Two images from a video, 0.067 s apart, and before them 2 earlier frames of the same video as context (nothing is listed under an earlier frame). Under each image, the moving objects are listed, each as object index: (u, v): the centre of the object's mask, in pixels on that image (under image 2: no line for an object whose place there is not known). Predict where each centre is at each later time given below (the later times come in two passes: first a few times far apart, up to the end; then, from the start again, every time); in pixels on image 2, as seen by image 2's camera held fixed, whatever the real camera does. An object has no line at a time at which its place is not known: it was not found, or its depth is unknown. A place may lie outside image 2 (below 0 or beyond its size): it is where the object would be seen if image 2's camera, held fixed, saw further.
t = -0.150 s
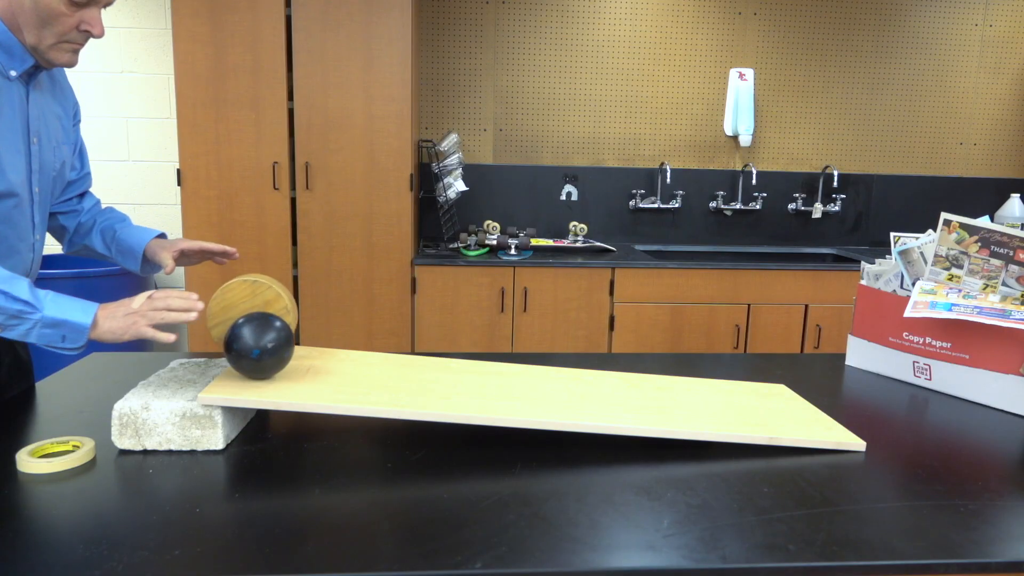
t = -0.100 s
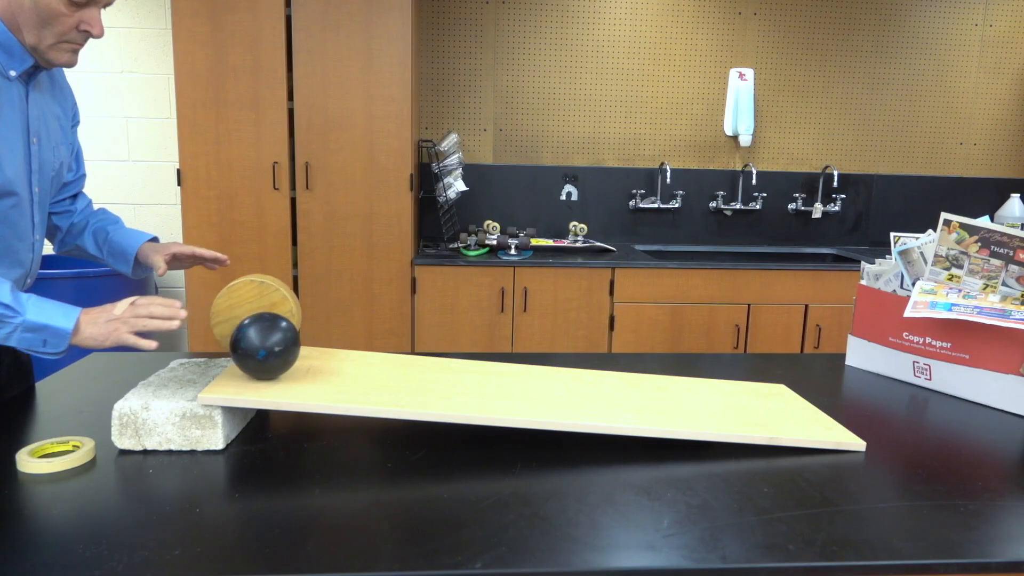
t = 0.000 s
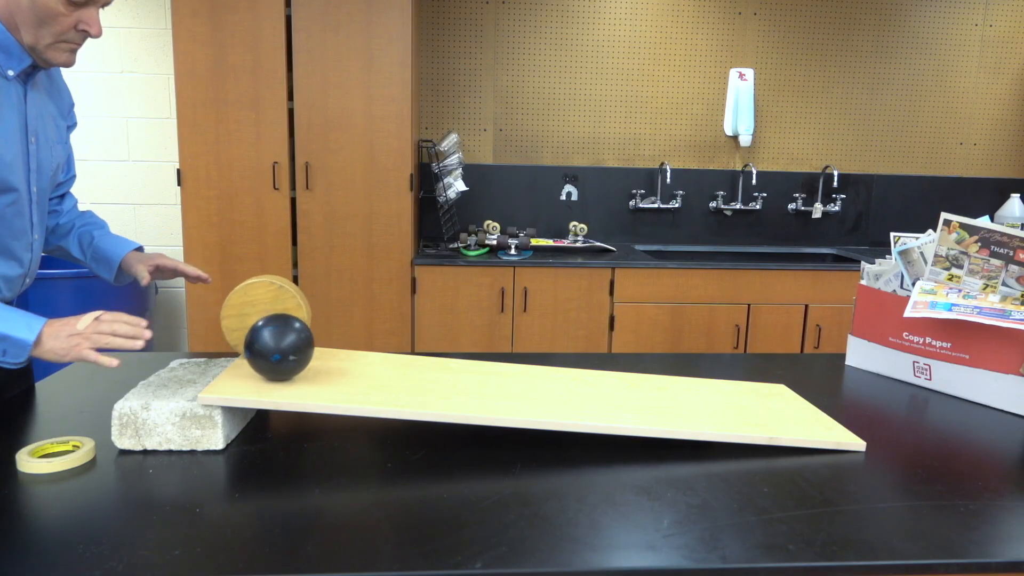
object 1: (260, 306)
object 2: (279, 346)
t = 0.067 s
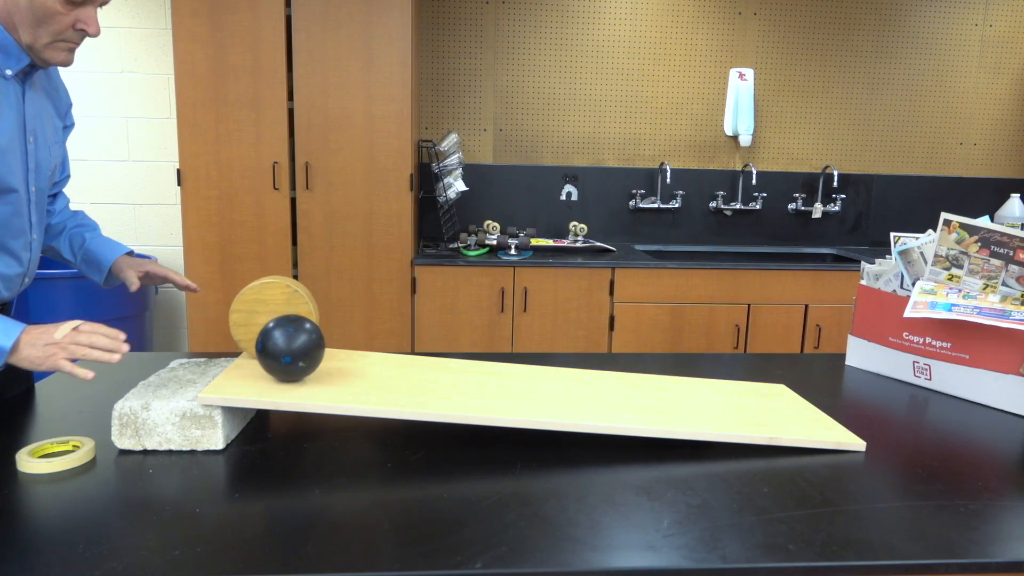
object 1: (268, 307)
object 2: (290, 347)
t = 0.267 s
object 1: (299, 313)
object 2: (332, 351)
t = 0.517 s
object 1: (355, 321)
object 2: (400, 357)
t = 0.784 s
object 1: (433, 330)
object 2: (492, 365)
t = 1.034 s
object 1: (517, 337)
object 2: (595, 374)
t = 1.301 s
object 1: (619, 345)
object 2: (720, 383)
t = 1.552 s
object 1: (725, 352)
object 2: (847, 392)
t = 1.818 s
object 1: (845, 364)
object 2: (986, 400)
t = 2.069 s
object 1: (924, 366)
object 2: (1004, 395)
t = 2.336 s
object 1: (945, 386)
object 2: (1004, 392)
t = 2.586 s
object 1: (953, 416)
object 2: (987, 382)
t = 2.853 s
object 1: (947, 417)
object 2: (971, 383)
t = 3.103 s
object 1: (965, 422)
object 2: (957, 381)
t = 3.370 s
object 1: (964, 421)
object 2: (942, 375)
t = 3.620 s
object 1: (954, 424)
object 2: (929, 376)
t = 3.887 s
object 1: (960, 425)
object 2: (915, 376)
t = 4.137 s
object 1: (958, 426)
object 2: (901, 375)
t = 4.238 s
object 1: (959, 426)
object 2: (895, 374)
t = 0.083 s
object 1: (270, 308)
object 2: (293, 348)
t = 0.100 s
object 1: (272, 309)
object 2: (296, 348)
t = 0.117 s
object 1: (274, 309)
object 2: (299, 348)
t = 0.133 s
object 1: (276, 309)
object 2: (303, 348)
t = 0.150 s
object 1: (279, 310)
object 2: (306, 349)
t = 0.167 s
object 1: (281, 310)
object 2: (309, 349)
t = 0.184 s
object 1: (284, 310)
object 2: (313, 349)
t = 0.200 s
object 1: (286, 311)
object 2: (316, 350)
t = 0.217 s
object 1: (289, 311)
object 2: (320, 350)
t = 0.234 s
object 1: (293, 312)
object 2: (324, 350)
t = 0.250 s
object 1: (296, 312)
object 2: (328, 351)
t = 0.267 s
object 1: (299, 313)
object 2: (332, 351)
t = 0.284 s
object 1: (302, 313)
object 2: (336, 351)
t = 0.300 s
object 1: (305, 314)
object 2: (339, 352)
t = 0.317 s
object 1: (308, 314)
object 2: (344, 352)
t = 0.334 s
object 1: (312, 315)
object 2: (348, 352)
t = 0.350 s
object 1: (315, 315)
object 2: (352, 353)
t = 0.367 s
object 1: (319, 316)
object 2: (357, 353)
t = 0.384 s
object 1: (323, 317)
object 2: (361, 354)
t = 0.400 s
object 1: (326, 317)
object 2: (366, 354)
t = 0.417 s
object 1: (330, 318)
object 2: (370, 354)
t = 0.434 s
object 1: (334, 318)
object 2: (375, 355)
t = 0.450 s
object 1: (338, 319)
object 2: (380, 355)
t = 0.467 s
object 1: (342, 319)
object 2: (385, 356)
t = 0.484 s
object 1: (346, 320)
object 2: (389, 356)
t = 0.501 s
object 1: (351, 321)
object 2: (394, 357)
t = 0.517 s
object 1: (355, 321)
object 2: (400, 357)
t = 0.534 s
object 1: (359, 322)
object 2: (405, 358)
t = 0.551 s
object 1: (364, 322)
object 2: (410, 358)
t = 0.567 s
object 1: (368, 323)
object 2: (415, 358)
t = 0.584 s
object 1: (373, 324)
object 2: (421, 359)
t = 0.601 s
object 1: (377, 324)
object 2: (426, 359)
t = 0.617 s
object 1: (382, 325)
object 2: (432, 360)
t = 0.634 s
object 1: (387, 325)
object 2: (437, 360)
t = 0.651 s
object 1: (392, 326)
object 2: (443, 361)
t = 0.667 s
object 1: (397, 327)
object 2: (449, 361)
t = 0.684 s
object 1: (401, 327)
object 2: (455, 362)
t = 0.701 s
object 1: (407, 328)
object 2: (461, 362)
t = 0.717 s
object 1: (412, 328)
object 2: (467, 363)
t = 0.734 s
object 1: (417, 329)
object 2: (473, 364)
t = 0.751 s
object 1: (422, 329)
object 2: (479, 364)
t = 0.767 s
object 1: (427, 330)
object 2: (485, 365)
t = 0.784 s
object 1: (433, 330)
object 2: (492, 365)
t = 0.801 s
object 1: (438, 331)
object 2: (498, 366)
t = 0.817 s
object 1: (444, 332)
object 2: (504, 366)
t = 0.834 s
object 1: (449, 332)
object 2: (511, 367)
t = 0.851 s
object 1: (455, 333)
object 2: (517, 367)
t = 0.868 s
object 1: (460, 333)
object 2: (524, 368)
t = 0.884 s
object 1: (466, 334)
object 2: (531, 369)
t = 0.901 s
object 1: (471, 334)
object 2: (538, 369)
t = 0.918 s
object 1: (477, 334)
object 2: (544, 370)
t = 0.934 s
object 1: (482, 335)
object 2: (552, 370)
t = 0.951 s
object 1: (488, 335)
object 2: (558, 371)
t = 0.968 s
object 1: (494, 336)
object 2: (566, 371)
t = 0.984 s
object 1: (500, 336)
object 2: (573, 372)
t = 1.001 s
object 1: (505, 337)
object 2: (580, 372)
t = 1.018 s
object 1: (511, 337)
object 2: (587, 373)
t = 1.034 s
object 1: (517, 337)
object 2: (595, 374)
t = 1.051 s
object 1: (523, 338)
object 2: (602, 374)
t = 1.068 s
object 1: (529, 338)
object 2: (609, 375)
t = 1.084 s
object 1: (535, 339)
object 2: (617, 375)
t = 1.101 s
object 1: (542, 339)
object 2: (624, 376)
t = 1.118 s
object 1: (548, 339)
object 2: (632, 377)
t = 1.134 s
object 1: (554, 340)
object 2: (639, 377)
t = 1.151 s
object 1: (561, 340)
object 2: (647, 378)
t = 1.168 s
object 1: (567, 341)
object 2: (655, 378)
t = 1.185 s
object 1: (573, 341)
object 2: (663, 379)
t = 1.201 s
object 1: (580, 342)
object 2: (671, 380)
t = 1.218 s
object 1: (586, 343)
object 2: (679, 380)
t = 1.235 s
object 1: (593, 343)
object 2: (687, 381)
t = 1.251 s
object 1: (599, 344)
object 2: (695, 381)
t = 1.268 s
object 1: (606, 344)
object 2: (703, 382)
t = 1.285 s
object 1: (613, 345)
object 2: (711, 383)
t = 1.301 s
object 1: (619, 345)
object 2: (720, 383)
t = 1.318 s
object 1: (626, 345)
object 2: (728, 384)
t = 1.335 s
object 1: (633, 346)
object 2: (736, 384)
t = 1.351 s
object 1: (640, 346)
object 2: (744, 385)
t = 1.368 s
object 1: (647, 347)
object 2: (753, 386)
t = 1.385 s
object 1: (653, 347)
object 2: (761, 386)
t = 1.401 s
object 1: (661, 348)
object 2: (770, 387)
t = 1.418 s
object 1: (668, 348)
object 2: (779, 387)
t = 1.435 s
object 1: (675, 349)
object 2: (787, 388)
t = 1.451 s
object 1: (682, 349)
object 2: (796, 389)
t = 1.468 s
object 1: (689, 350)
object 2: (804, 389)
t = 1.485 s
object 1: (696, 350)
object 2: (813, 390)
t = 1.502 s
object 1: (703, 351)
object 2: (821, 390)
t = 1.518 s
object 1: (710, 351)
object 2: (830, 391)
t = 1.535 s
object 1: (718, 352)
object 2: (838, 392)
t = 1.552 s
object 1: (725, 352)
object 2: (847, 392)
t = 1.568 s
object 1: (732, 353)
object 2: (856, 394)
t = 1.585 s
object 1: (739, 353)
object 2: (865, 398)
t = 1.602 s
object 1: (747, 353)
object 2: (874, 400)
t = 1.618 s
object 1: (754, 354)
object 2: (882, 399)
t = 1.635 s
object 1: (762, 354)
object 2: (891, 399)
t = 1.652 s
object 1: (769, 355)
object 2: (899, 400)
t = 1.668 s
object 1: (777, 356)
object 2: (908, 400)
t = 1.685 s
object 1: (785, 356)
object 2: (917, 400)
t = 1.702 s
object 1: (792, 357)
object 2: (926, 400)
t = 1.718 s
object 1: (800, 357)
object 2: (935, 400)
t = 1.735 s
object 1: (807, 358)
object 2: (943, 400)
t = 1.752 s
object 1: (815, 360)
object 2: (952, 400)
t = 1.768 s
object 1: (822, 363)
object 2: (960, 400)
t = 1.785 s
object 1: (829, 365)
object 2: (969, 400)
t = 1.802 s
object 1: (837, 364)
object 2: (978, 400)
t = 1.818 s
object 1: (845, 364)
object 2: (986, 400)
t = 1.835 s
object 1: (853, 365)
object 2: (993, 400)
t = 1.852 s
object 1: (860, 364)
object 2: (998, 400)
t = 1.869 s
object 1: (868, 365)
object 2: (1002, 399)
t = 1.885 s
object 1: (876, 365)
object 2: (1006, 399)
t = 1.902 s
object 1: (884, 365)
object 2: (1010, 398)
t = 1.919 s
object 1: (891, 365)
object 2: (1013, 398)
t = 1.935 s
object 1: (898, 365)
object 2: (1012, 397)
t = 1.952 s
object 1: (905, 365)
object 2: (1011, 397)
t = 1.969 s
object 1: (912, 364)
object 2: (1009, 397)
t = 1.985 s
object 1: (919, 364)
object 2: (1008, 396)
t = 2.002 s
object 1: (925, 364)
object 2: (1007, 396)
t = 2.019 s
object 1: (925, 365)
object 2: (1006, 396)
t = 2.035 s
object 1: (925, 365)
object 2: (1006, 395)
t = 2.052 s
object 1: (925, 366)
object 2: (1005, 395)
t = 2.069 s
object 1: (924, 366)
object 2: (1004, 395)
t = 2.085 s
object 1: (925, 367)
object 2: (1004, 395)
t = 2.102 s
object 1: (925, 368)
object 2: (1003, 395)
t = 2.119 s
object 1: (925, 368)
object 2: (1003, 394)
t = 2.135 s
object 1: (926, 369)
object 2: (1002, 394)
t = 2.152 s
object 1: (927, 370)
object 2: (1001, 393)
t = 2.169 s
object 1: (928, 371)
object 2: (1000, 392)
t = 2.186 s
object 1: (930, 373)
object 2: (999, 393)
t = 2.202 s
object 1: (932, 376)
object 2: (999, 393)
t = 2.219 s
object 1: (934, 378)
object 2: (998, 392)
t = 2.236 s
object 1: (937, 380)
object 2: (998, 392)
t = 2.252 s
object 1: (939, 382)
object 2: (999, 392)
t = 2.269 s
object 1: (941, 384)
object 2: (1001, 392)
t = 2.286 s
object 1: (942, 384)
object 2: (1002, 393)
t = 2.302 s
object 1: (943, 385)
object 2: (1003, 392)
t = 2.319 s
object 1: (944, 385)
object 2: (1003, 392)
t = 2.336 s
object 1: (945, 386)
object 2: (1004, 392)
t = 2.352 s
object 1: (946, 386)
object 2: (1005, 392)
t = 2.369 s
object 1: (948, 387)
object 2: (1005, 392)
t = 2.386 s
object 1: (949, 388)
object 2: (1006, 391)
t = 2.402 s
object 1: (950, 389)
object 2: (1006, 390)
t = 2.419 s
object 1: (951, 390)
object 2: (1007, 389)
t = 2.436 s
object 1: (952, 391)
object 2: (1007, 387)
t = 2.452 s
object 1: (953, 393)
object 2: (1007, 385)
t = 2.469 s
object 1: (953, 395)
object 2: (1006, 383)
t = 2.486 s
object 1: (954, 397)
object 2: (1004, 382)
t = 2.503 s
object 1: (954, 400)
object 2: (1001, 380)
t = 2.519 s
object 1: (954, 404)
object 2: (997, 379)
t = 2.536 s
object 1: (954, 409)
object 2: (993, 379)
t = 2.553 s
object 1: (954, 415)
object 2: (989, 381)
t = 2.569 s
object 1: (954, 419)
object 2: (986, 383)
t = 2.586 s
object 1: (953, 416)
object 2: (987, 382)
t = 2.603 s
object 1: (952, 412)
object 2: (987, 381)
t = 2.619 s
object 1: (951, 410)
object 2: (987, 381)
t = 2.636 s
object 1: (950, 409)
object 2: (986, 381)
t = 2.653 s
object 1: (949, 409)
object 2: (985, 381)
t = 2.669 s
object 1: (948, 410)
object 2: (983, 381)
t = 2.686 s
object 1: (947, 411)
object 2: (982, 382)
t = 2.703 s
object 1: (945, 414)
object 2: (980, 383)
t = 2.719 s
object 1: (943, 417)
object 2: (978, 383)
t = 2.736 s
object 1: (942, 420)
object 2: (977, 383)
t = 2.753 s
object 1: (942, 418)
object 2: (977, 382)
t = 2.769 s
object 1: (943, 416)
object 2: (976, 382)
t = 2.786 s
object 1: (944, 415)
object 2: (975, 382)
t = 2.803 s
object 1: (945, 414)
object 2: (974, 382)
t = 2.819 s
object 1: (946, 414)
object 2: (973, 383)
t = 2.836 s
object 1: (946, 415)
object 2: (972, 383)
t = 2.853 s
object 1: (947, 417)
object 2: (971, 383)
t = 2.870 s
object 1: (947, 421)
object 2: (970, 383)
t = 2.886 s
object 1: (947, 425)
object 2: (969, 382)
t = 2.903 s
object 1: (948, 424)
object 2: (968, 382)
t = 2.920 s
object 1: (950, 422)
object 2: (967, 382)
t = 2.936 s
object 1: (952, 420)
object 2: (966, 382)
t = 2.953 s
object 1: (954, 419)
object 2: (966, 382)
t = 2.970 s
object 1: (956, 419)
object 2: (965, 382)
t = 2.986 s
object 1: (957, 420)
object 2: (964, 382)
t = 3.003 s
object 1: (958, 422)
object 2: (963, 382)
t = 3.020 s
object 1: (959, 425)
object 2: (962, 381)
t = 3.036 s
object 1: (960, 428)
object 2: (961, 381)
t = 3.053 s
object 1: (961, 427)
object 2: (960, 381)
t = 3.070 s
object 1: (963, 424)
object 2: (959, 381)
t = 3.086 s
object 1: (964, 423)
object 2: (958, 381)
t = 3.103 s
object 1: (965, 422)
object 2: (957, 381)
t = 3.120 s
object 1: (966, 422)
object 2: (956, 380)
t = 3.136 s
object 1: (967, 424)
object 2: (955, 380)
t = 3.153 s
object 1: (968, 425)
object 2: (954, 379)
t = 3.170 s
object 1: (969, 428)
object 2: (953, 379)
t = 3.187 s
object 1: (969, 427)
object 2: (953, 380)
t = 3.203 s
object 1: (969, 425)
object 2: (952, 379)
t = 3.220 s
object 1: (969, 423)
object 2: (951, 379)
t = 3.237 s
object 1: (969, 422)
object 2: (949, 378)
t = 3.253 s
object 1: (969, 422)
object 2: (948, 377)
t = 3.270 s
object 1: (969, 423)
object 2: (947, 377)
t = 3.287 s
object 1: (968, 425)
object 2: (947, 377)
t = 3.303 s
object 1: (968, 426)
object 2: (946, 378)
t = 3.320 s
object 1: (967, 423)
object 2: (945, 377)
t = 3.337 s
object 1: (966, 422)
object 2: (944, 376)
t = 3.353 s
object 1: (966, 421)
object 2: (943, 375)
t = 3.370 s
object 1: (964, 421)
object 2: (942, 375)
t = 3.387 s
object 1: (963, 422)
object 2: (941, 375)
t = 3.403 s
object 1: (962, 423)
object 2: (941, 376)
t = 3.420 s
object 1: (961, 424)
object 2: (940, 377)
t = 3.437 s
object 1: (960, 422)
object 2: (939, 375)
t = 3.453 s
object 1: (959, 421)
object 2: (938, 374)
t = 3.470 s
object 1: (958, 420)
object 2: (937, 374)
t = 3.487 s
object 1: (957, 421)
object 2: (936, 375)
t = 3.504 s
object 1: (956, 422)
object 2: (936, 376)
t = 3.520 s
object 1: (955, 423)
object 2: (934, 376)
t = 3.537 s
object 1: (955, 422)
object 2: (934, 375)
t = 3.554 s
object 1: (955, 422)
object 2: (933, 375)
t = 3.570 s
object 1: (955, 422)
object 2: (932, 375)
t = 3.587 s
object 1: (955, 422)
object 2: (931, 375)
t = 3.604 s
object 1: (954, 424)
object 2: (930, 376)
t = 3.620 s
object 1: (954, 424)
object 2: (929, 376)
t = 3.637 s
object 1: (955, 423)
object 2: (928, 375)
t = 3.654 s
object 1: (955, 423)
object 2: (928, 376)
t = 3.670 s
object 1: (956, 423)
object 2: (927, 376)
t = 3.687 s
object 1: (956, 425)
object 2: (926, 377)
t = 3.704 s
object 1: (956, 426)
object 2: (925, 376)
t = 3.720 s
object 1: (957, 425)
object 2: (924, 376)
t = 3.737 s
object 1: (958, 424)
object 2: (923, 376)
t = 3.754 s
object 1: (959, 425)
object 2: (922, 377)
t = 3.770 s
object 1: (959, 426)
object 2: (921, 376)
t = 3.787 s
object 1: (960, 426)
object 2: (920, 376)
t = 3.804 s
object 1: (960, 425)
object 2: (919, 376)
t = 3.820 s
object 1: (960, 425)
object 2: (918, 376)
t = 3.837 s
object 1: (960, 426)
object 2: (917, 376)
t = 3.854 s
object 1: (960, 426)
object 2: (916, 376)
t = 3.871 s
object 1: (961, 425)
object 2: (916, 376)
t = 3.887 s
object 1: (960, 425)
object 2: (915, 376)
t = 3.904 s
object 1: (960, 425)
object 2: (914, 376)
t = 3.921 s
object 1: (960, 426)
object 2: (913, 376)
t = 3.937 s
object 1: (959, 425)
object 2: (912, 376)
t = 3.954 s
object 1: (959, 425)
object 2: (911, 376)
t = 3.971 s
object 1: (959, 425)
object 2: (910, 376)
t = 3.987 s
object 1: (959, 425)
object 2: (909, 376)
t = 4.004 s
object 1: (958, 425)
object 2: (908, 375)
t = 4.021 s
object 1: (958, 425)
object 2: (907, 375)
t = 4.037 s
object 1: (958, 426)
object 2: (906, 376)
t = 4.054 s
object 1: (958, 425)
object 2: (905, 375)
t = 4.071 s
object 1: (958, 426)
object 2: (905, 376)
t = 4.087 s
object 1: (958, 426)
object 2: (904, 375)
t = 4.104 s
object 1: (958, 426)
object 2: (903, 375)
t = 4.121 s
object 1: (958, 426)
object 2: (902, 375)
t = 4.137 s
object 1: (958, 426)
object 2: (901, 375)
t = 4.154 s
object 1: (959, 426)
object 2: (900, 375)
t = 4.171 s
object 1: (958, 426)
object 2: (899, 375)
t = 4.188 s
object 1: (959, 426)
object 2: (898, 374)
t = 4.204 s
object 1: (958, 426)
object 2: (897, 374)
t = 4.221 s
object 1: (958, 426)
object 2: (896, 374)
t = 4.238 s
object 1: (959, 426)
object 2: (895, 374)
